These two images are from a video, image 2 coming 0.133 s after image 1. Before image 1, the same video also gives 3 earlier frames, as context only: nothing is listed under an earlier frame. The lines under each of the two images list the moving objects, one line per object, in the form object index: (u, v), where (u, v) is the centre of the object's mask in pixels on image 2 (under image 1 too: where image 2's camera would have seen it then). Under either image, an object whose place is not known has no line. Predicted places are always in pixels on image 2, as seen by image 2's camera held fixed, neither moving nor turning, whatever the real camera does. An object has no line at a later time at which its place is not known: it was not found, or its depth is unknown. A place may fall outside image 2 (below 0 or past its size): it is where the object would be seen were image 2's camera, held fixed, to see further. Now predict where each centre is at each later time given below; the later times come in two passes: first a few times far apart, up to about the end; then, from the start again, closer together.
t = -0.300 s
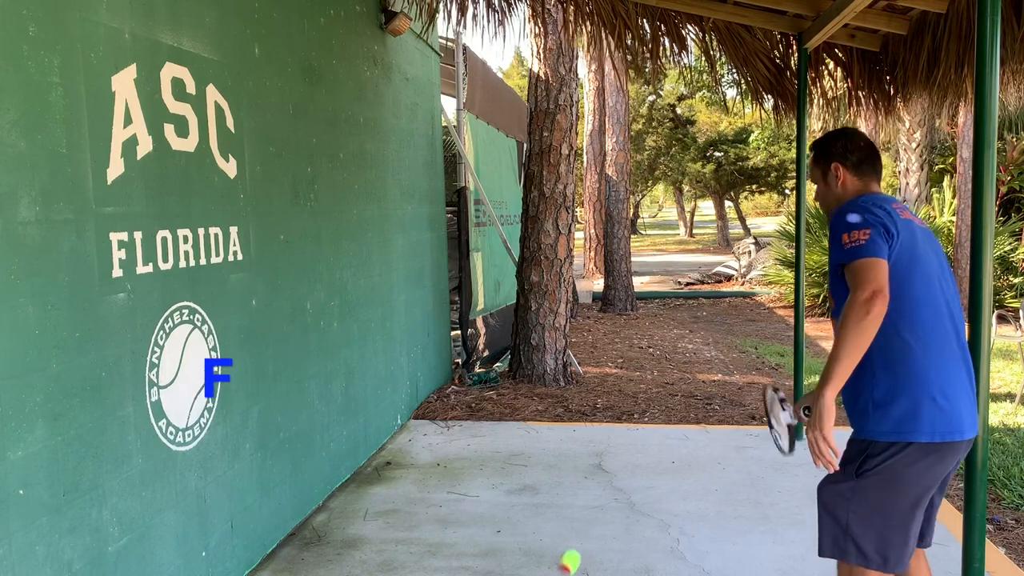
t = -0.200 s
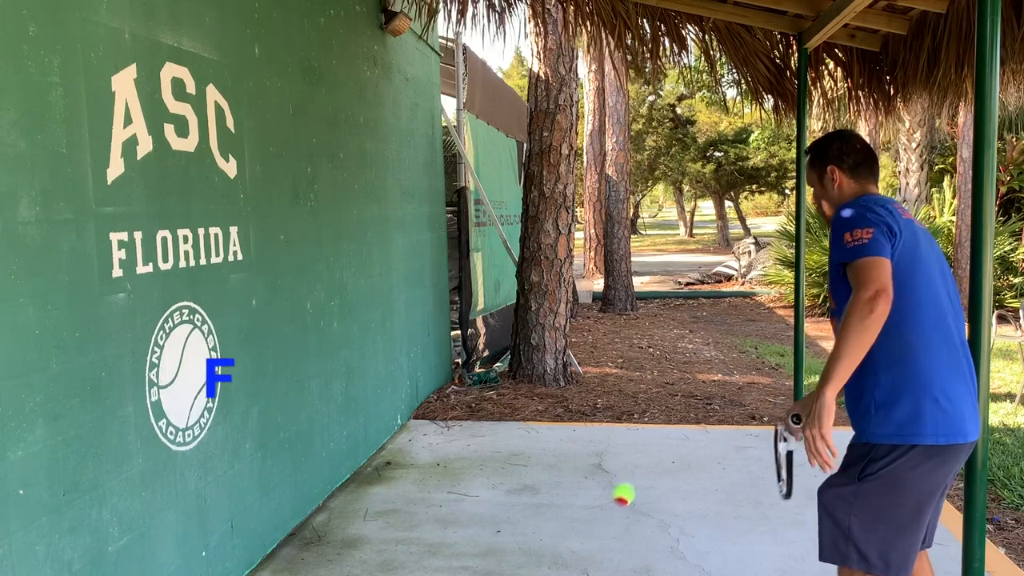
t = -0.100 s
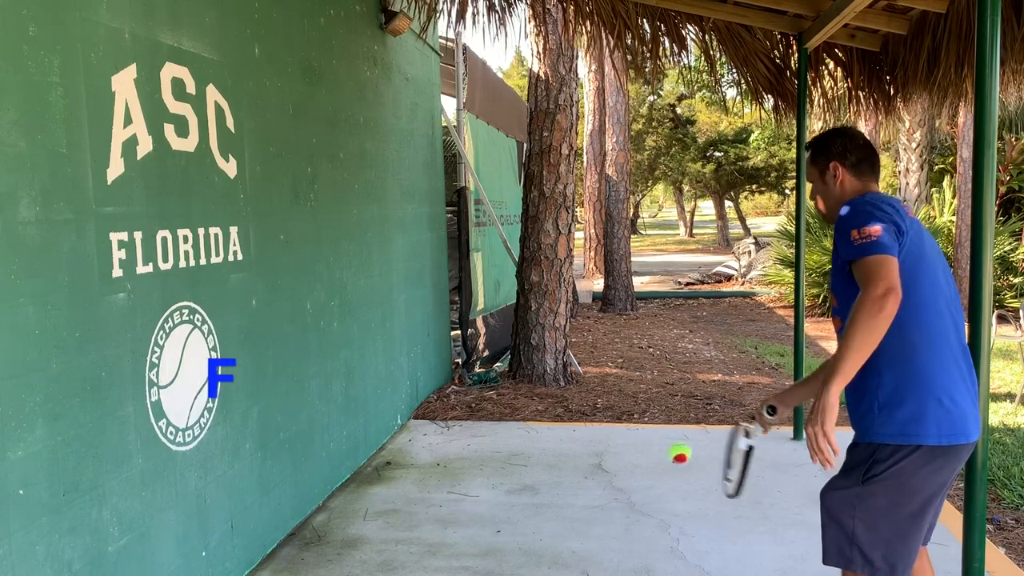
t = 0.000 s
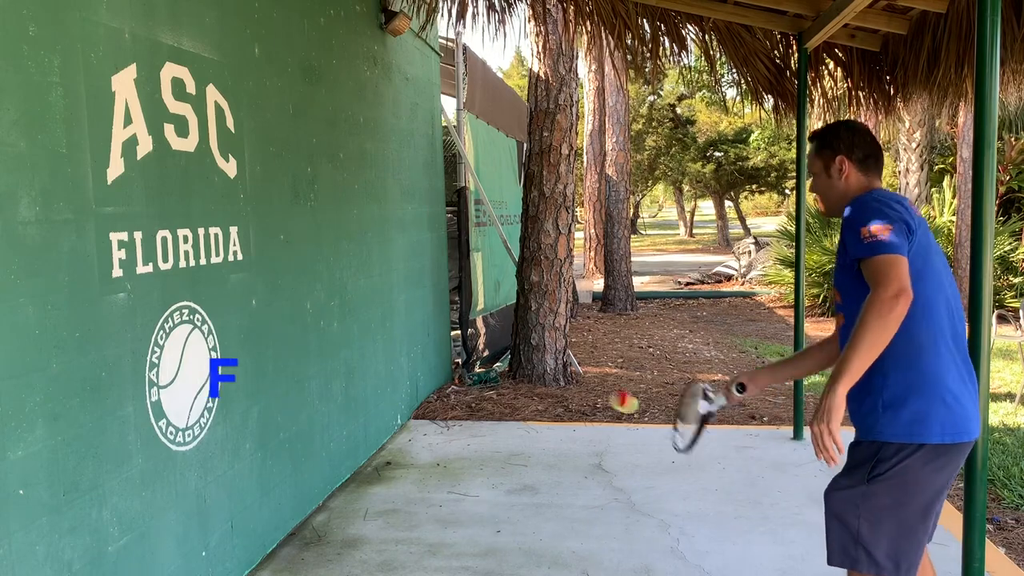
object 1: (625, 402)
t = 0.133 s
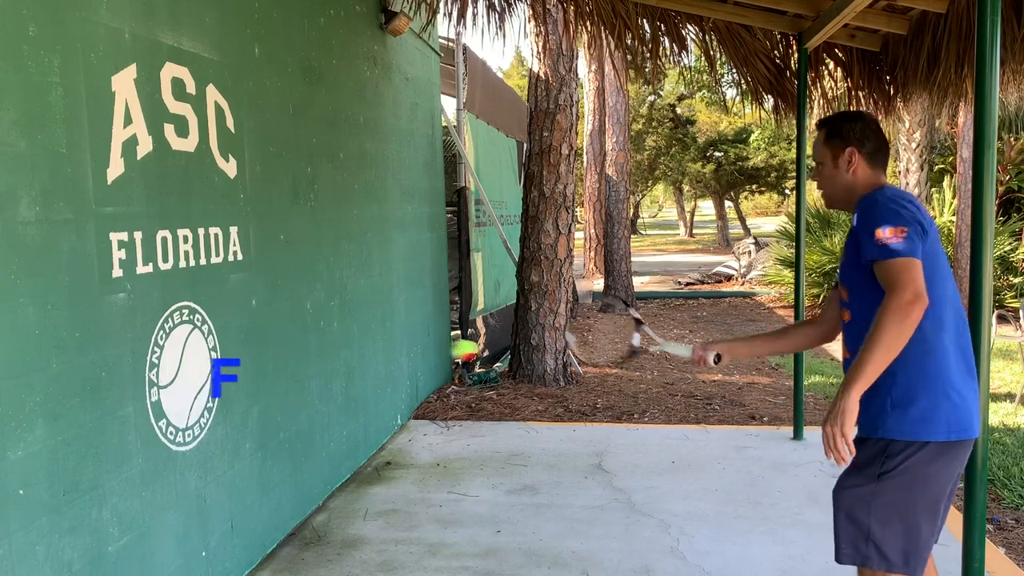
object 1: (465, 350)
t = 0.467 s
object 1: (270, 423)
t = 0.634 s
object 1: (420, 564)
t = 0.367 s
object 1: (189, 376)
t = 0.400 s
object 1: (213, 390)
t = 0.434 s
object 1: (240, 404)
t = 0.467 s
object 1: (270, 423)
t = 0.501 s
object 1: (299, 444)
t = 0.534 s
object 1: (329, 469)
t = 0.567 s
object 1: (359, 499)
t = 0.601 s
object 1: (389, 530)
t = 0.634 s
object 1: (420, 564)
